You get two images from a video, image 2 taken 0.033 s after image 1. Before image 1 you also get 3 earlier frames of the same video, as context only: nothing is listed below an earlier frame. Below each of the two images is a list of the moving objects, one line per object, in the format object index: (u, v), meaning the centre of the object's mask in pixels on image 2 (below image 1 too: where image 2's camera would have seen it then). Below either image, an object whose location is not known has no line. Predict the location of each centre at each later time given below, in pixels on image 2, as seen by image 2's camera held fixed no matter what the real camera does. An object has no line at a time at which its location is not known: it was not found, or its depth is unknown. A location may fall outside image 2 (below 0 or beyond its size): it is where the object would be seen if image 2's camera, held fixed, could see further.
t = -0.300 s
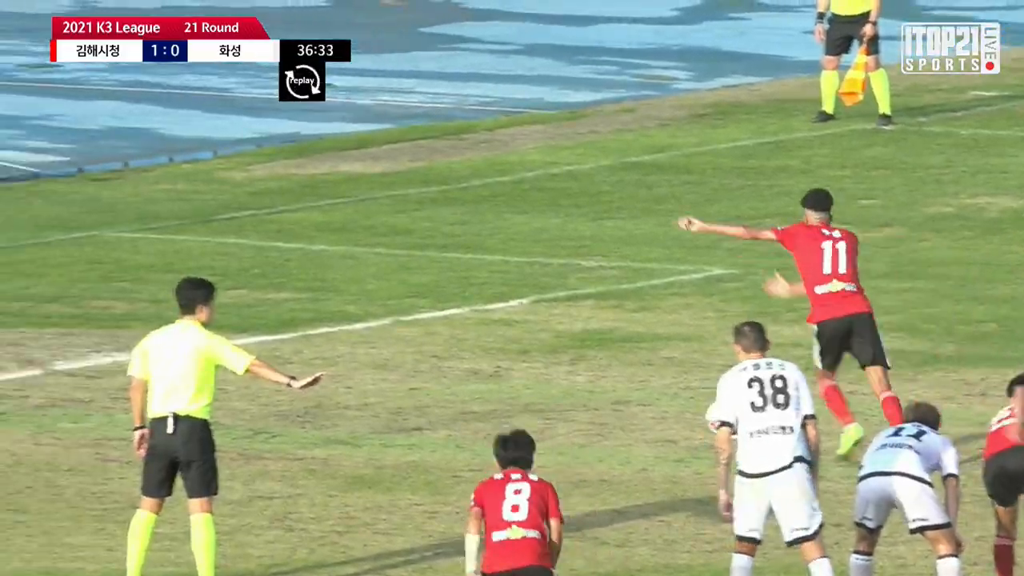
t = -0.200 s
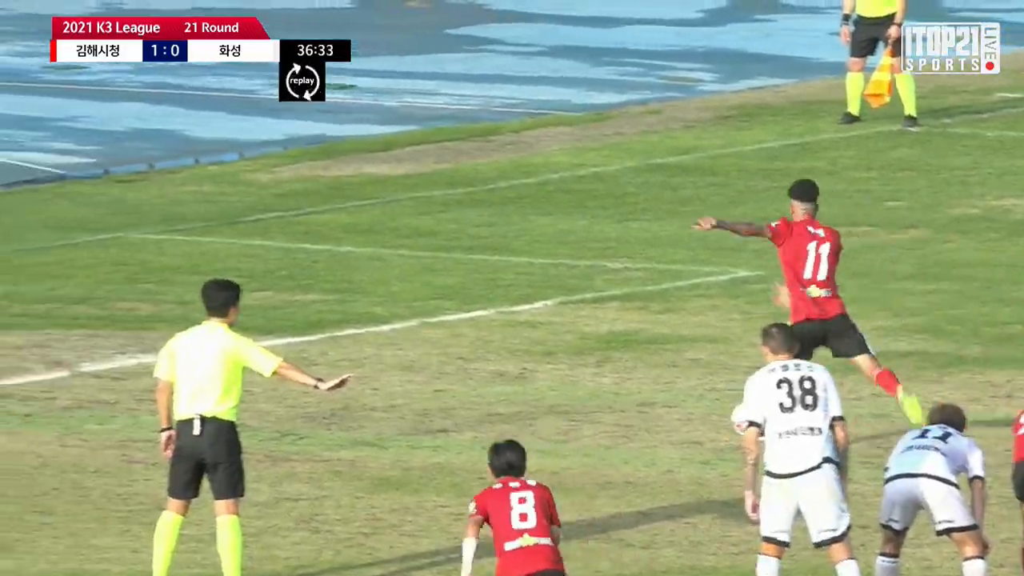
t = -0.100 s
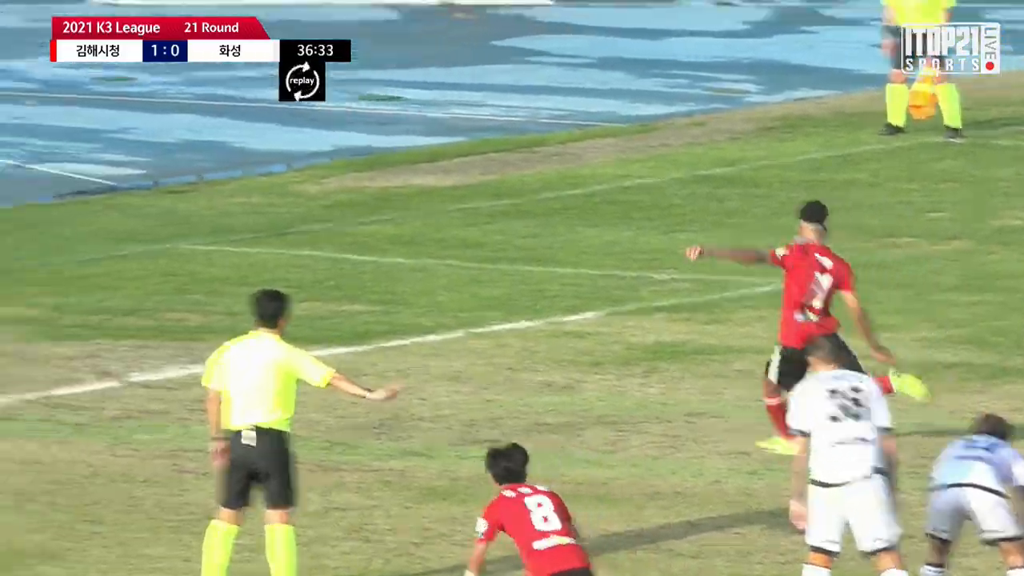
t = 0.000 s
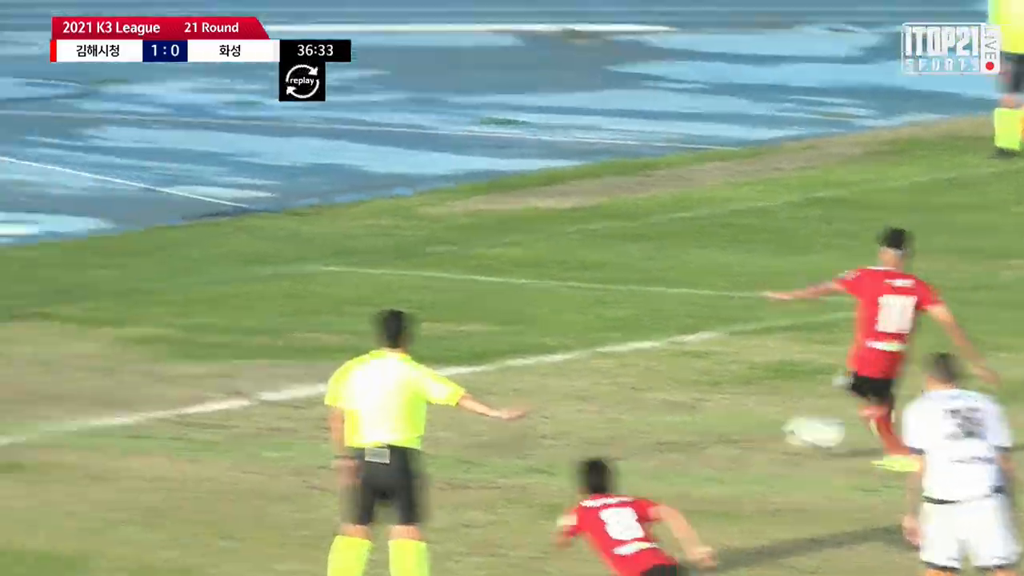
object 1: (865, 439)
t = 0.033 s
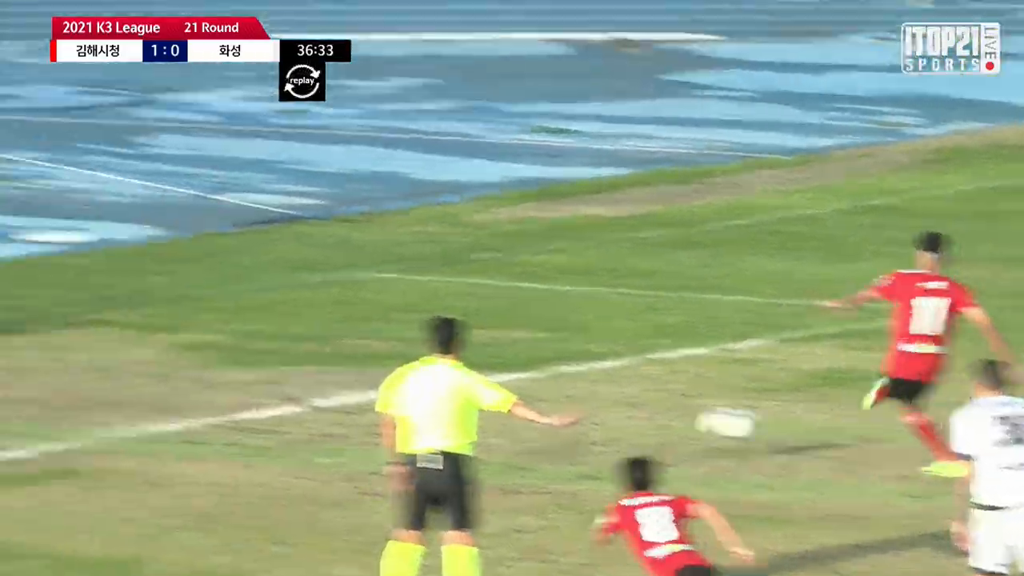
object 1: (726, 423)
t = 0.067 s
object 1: (594, 410)
